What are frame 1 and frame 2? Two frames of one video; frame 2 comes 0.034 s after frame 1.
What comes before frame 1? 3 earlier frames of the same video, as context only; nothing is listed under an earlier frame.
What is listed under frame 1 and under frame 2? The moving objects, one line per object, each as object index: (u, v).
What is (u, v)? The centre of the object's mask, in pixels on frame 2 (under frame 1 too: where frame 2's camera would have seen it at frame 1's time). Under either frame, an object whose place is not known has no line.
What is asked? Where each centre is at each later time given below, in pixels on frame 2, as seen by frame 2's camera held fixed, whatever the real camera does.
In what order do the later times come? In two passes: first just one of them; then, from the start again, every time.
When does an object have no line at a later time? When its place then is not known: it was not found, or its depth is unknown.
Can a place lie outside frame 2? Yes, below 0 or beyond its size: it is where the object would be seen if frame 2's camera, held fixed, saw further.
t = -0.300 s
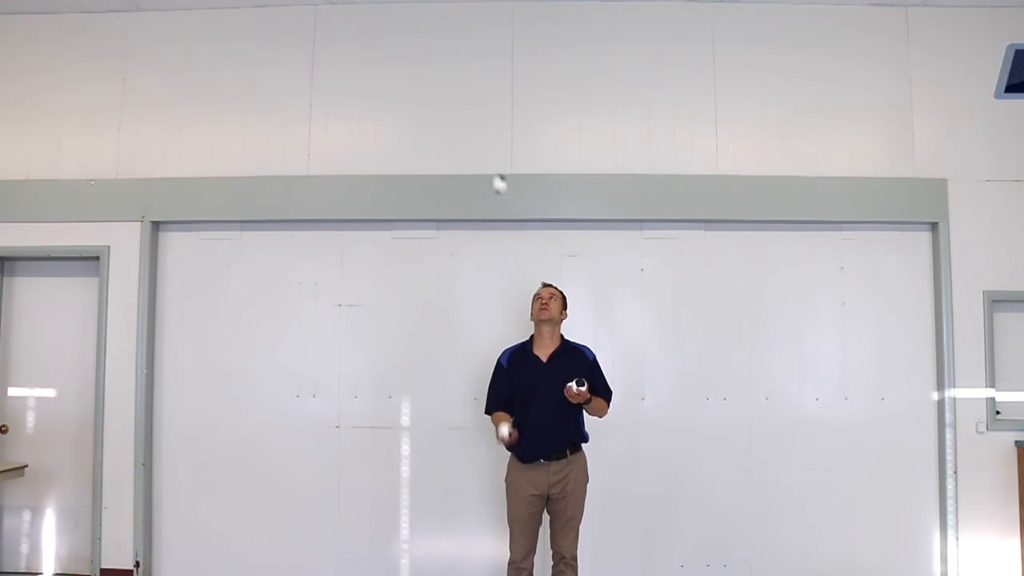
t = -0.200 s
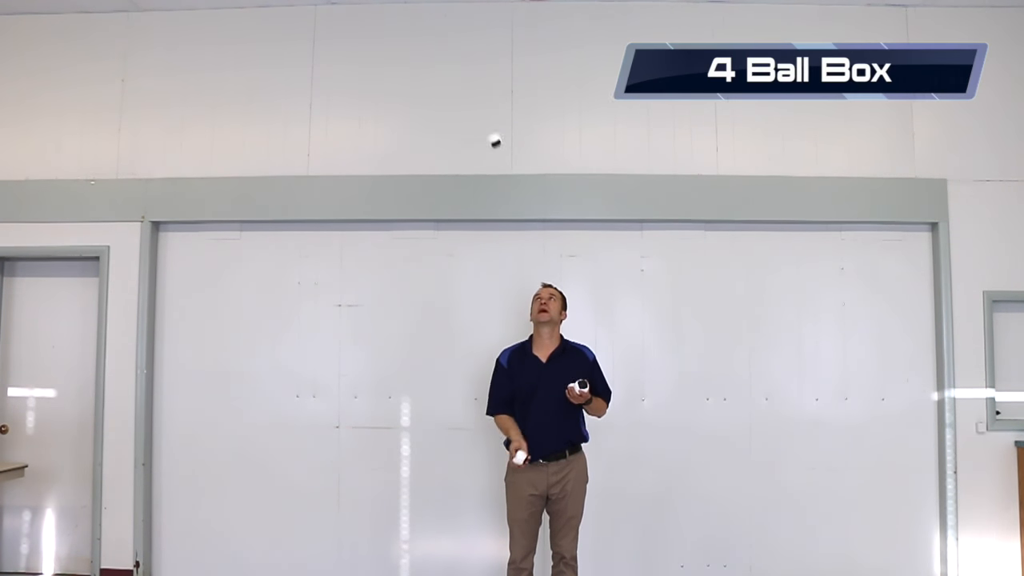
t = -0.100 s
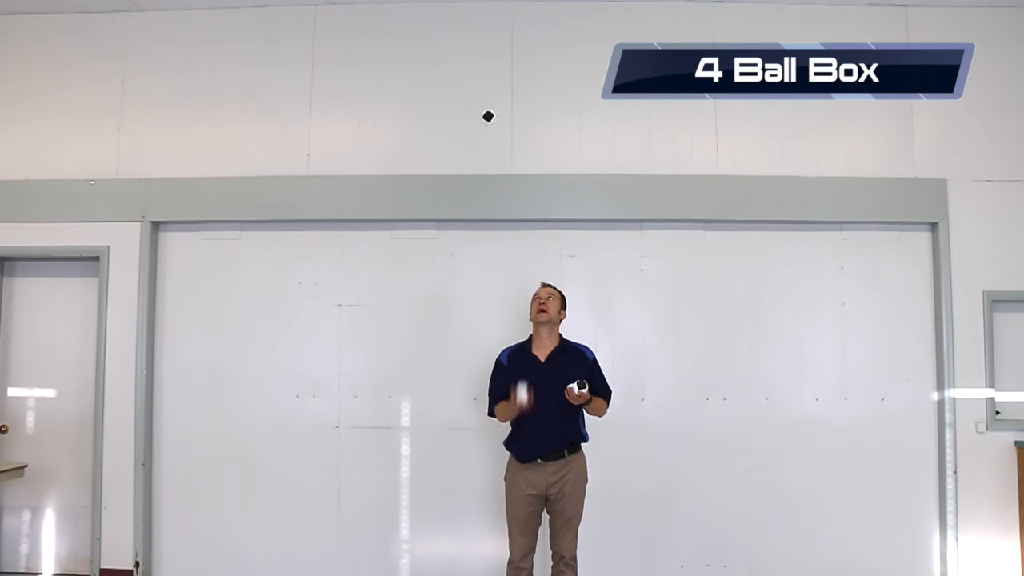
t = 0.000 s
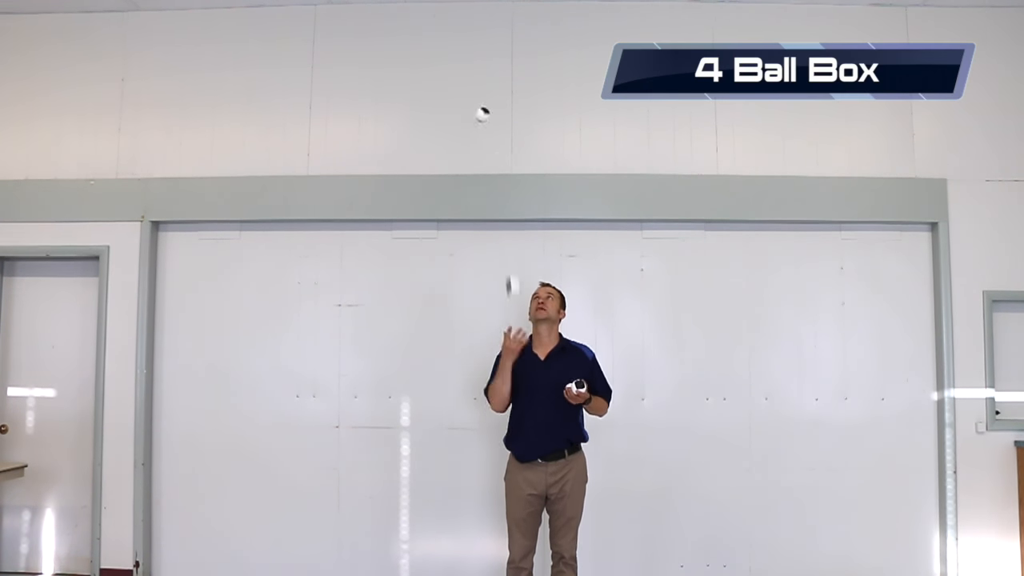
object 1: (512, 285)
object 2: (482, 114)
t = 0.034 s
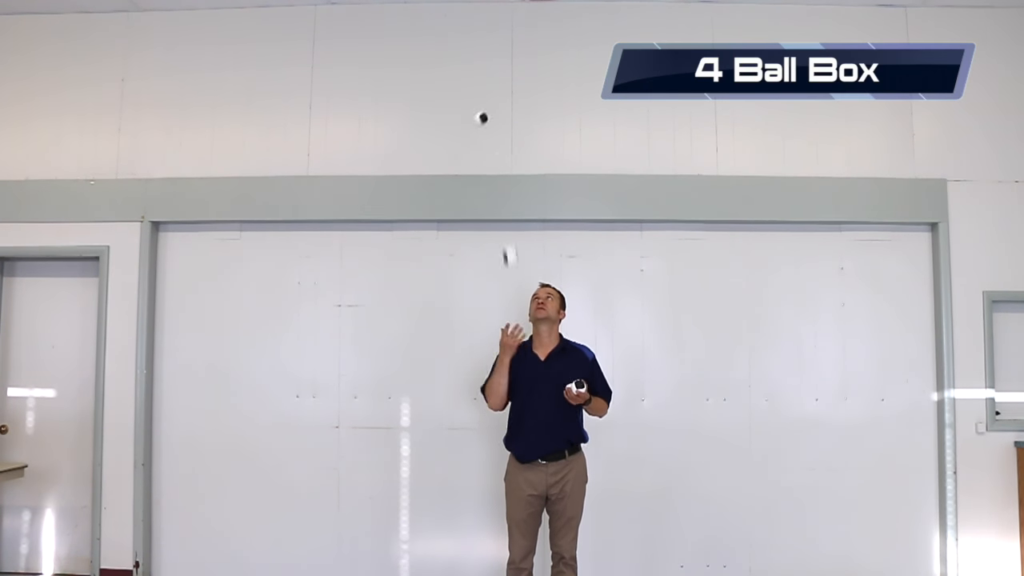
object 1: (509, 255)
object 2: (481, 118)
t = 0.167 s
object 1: (497, 159)
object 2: (472, 156)
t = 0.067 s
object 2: (479, 125)
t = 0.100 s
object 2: (477, 134)
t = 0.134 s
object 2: (474, 143)
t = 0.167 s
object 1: (497, 159)
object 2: (472, 156)
